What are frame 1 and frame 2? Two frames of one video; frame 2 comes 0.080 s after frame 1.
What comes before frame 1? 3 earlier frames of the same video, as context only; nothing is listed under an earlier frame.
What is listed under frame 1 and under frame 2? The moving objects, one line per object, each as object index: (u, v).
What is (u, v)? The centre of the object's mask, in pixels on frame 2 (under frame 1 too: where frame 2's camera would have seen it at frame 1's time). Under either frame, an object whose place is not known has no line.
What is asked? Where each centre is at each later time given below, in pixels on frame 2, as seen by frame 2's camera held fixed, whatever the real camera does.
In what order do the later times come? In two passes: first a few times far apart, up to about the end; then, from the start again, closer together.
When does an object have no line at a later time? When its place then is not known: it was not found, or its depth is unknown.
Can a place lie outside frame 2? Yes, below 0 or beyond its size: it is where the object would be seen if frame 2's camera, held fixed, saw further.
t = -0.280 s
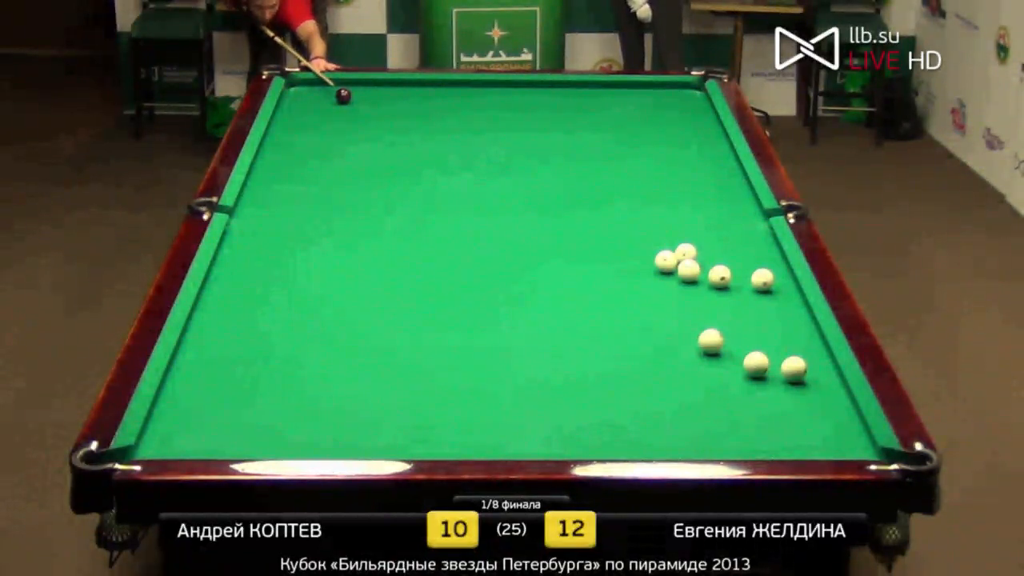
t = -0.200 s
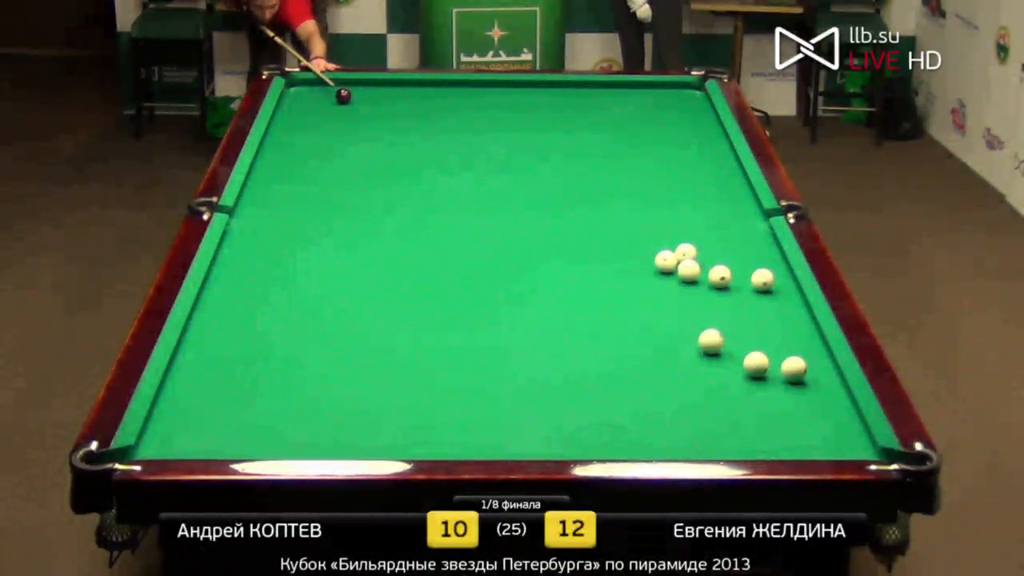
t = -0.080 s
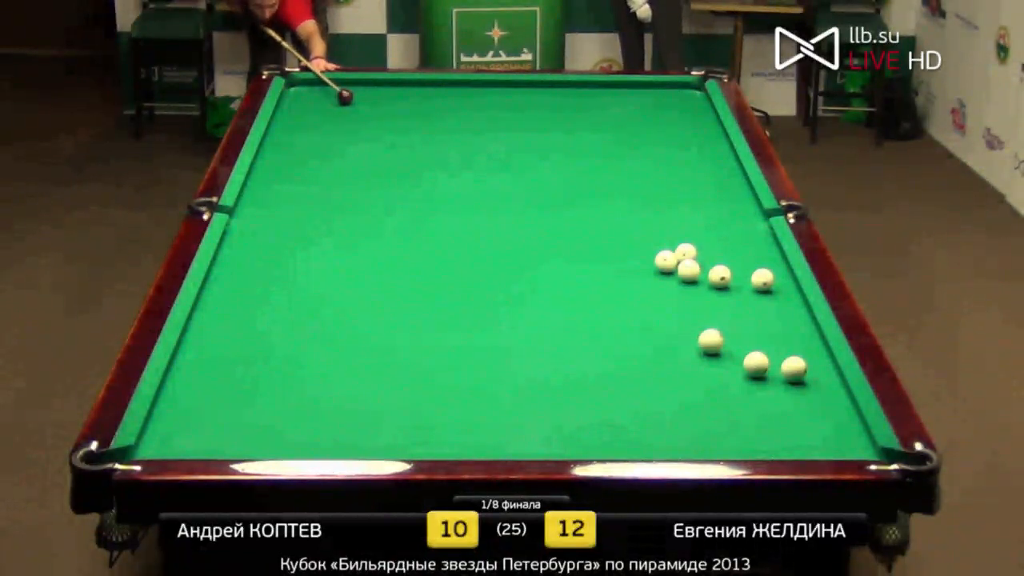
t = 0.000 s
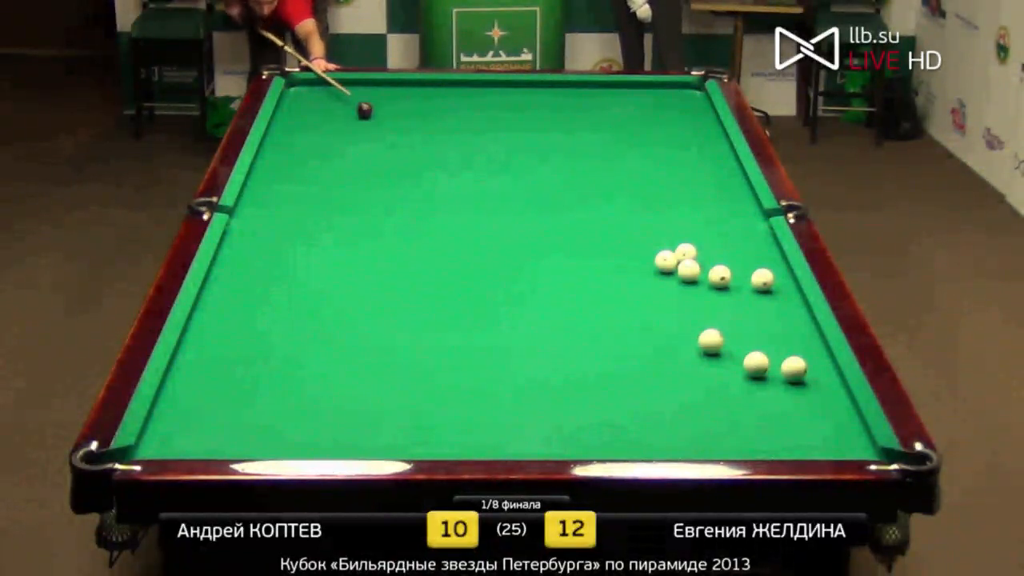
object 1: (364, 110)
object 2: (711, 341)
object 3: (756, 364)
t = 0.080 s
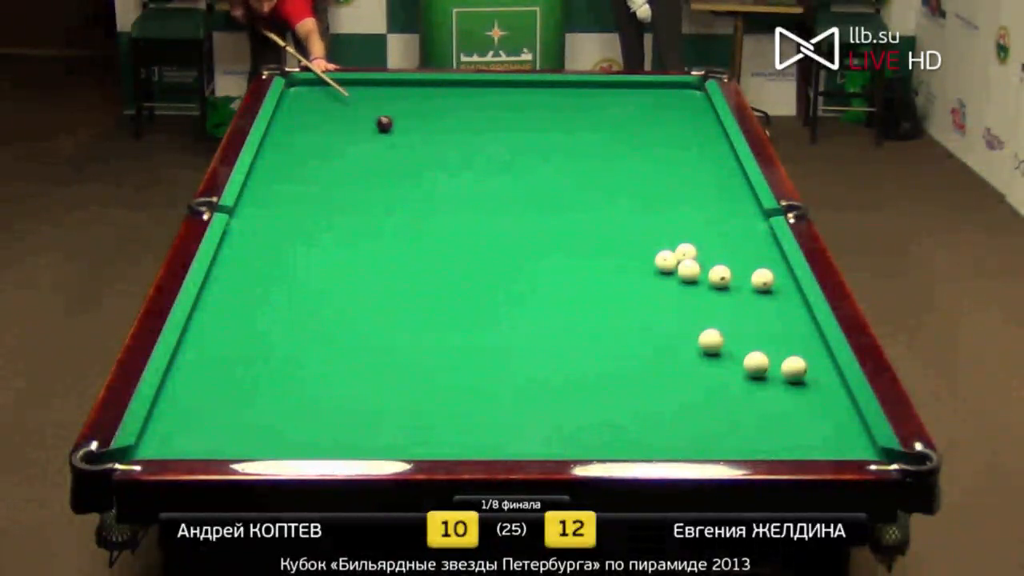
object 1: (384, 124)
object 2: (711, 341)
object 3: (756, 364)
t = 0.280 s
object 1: (433, 158)
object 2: (711, 341)
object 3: (756, 364)
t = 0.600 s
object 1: (526, 223)
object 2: (711, 341)
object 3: (756, 364)
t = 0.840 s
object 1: (610, 281)
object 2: (711, 341)
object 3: (756, 363)
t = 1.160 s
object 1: (669, 353)
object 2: (781, 353)
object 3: (757, 371)
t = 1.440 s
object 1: (651, 402)
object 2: (770, 357)
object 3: (765, 401)
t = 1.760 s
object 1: (625, 441)
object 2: (697, 351)
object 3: (774, 437)
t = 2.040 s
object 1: (584, 411)
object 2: (635, 347)
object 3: (773, 438)
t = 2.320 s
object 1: (547, 382)
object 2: (575, 342)
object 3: (767, 421)
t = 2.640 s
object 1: (509, 353)
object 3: (760, 404)
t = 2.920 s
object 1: (484, 340)
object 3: (745, 394)
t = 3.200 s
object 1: (462, 330)
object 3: (728, 388)
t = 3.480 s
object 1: (443, 321)
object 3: (713, 382)
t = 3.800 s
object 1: (422, 311)
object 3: (699, 376)
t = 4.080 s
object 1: (406, 304)
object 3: (688, 372)
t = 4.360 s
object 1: (389, 297)
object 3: (678, 368)
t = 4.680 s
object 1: (374, 290)
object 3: (670, 364)
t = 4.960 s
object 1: (361, 285)
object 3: (663, 362)
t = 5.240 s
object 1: (349, 280)
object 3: (658, 360)
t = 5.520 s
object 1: (338, 276)
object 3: (654, 358)
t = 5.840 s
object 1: (327, 271)
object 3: (652, 358)
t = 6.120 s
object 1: (320, 268)
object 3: (651, 357)
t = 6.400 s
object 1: (313, 265)
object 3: (650, 357)
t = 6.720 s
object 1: (308, 263)
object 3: (650, 357)
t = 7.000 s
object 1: (304, 261)
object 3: (650, 357)
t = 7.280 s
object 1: (301, 260)
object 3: (650, 356)
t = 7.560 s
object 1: (298, 260)
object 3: (650, 357)
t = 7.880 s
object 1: (297, 259)
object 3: (650, 357)
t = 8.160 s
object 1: (297, 260)
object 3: (650, 357)
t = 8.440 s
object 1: (297, 259)
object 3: (650, 357)
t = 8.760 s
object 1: (297, 259)
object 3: (650, 357)
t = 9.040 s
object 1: (297, 259)
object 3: (650, 357)
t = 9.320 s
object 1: (297, 259)
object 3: (650, 356)
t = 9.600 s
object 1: (297, 260)
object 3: (650, 357)
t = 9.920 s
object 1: (298, 259)
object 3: (650, 357)
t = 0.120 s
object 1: (393, 131)
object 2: (711, 341)
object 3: (756, 364)
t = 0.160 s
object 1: (408, 141)
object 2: (711, 341)
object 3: (756, 364)
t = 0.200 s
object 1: (413, 144)
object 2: (711, 341)
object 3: (756, 364)
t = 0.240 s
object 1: (423, 151)
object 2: (711, 341)
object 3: (756, 364)
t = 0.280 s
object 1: (433, 158)
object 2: (711, 341)
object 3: (756, 364)
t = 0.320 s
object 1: (449, 170)
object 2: (711, 341)
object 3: (756, 364)
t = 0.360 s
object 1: (455, 174)
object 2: (711, 341)
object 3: (756, 364)
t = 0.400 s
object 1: (466, 181)
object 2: (711, 341)
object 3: (756, 364)
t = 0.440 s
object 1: (477, 189)
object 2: (711, 341)
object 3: (756, 364)
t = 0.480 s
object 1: (489, 197)
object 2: (711, 341)
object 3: (756, 364)
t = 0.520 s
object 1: (507, 210)
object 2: (711, 341)
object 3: (756, 364)
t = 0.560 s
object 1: (519, 218)
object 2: (711, 341)
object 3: (756, 364)
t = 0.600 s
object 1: (526, 223)
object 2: (711, 341)
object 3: (756, 364)
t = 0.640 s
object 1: (539, 232)
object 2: (711, 341)
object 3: (756, 364)
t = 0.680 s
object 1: (552, 241)
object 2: (711, 341)
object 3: (756, 364)
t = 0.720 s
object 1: (565, 251)
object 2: (711, 341)
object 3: (756, 364)
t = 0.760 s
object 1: (580, 260)
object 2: (711, 341)
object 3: (756, 364)
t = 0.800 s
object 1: (602, 276)
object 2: (711, 341)
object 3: (756, 364)
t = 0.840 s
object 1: (610, 281)
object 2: (711, 341)
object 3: (756, 363)
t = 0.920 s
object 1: (640, 303)
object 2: (711, 341)
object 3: (756, 364)
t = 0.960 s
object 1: (657, 314)
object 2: (711, 341)
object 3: (756, 364)
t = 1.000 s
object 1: (674, 326)
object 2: (711, 341)
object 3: (756, 364)
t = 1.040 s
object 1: (688, 337)
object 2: (712, 342)
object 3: (756, 364)
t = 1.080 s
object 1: (681, 342)
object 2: (737, 348)
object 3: (756, 364)
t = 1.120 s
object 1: (672, 350)
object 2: (773, 354)
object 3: (757, 368)
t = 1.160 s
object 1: (669, 353)
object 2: (781, 353)
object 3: (757, 371)
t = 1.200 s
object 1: (665, 359)
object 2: (804, 354)
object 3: (758, 376)
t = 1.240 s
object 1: (661, 366)
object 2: (822, 358)
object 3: (759, 380)
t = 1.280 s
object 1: (659, 373)
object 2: (814, 358)
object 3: (761, 384)
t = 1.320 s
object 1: (657, 380)
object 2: (803, 355)
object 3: (762, 389)
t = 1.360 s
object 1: (655, 387)
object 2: (789, 353)
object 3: (763, 393)
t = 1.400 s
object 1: (653, 395)
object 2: (779, 355)
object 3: (764, 397)
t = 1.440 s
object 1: (651, 402)
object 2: (770, 357)
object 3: (765, 401)
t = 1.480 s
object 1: (648, 410)
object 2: (761, 356)
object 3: (766, 405)
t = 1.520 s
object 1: (646, 418)
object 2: (752, 356)
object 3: (767, 410)
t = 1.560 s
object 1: (644, 426)
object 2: (742, 355)
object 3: (769, 415)
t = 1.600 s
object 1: (641, 434)
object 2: (733, 355)
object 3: (770, 418)
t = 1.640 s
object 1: (639, 440)
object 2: (724, 353)
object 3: (771, 424)
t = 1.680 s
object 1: (636, 445)
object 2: (715, 353)
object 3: (772, 428)
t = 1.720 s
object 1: (631, 445)
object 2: (705, 352)
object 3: (773, 433)
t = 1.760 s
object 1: (625, 441)
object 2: (697, 351)
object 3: (774, 437)
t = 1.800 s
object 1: (615, 436)
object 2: (683, 350)
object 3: (775, 442)
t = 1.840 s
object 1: (612, 433)
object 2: (678, 350)
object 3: (776, 444)
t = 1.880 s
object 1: (606, 428)
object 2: (669, 349)
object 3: (777, 446)
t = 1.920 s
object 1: (601, 424)
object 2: (661, 349)
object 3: (776, 444)
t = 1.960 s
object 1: (595, 419)
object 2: (652, 348)
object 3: (775, 442)
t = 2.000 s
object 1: (587, 413)
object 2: (639, 347)
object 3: (773, 440)
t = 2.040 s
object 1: (584, 411)
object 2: (635, 347)
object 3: (773, 438)
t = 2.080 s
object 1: (578, 406)
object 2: (626, 347)
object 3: (772, 437)
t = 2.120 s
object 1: (573, 402)
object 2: (617, 346)
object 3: (771, 434)
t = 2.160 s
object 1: (568, 398)
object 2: (609, 345)
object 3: (770, 432)
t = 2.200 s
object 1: (562, 394)
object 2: (600, 344)
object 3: (769, 430)
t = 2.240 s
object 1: (557, 390)
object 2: (591, 344)
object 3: (768, 427)
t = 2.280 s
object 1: (552, 386)
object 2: (583, 343)
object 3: (768, 424)
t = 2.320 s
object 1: (547, 382)
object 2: (575, 342)
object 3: (767, 421)
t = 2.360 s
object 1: (542, 378)
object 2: (566, 342)
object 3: (766, 420)
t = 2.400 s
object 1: (535, 373)
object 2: (554, 341)
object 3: (765, 416)
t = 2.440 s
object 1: (532, 371)
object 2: (550, 341)
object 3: (764, 415)
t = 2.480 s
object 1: (527, 367)
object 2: (542, 340)
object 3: (763, 412)
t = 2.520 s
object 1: (522, 364)
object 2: (534, 339)
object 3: (762, 410)
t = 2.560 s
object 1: (518, 360)
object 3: (762, 408)
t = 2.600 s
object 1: (513, 357)
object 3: (761, 406)
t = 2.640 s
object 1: (509, 353)
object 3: (760, 404)
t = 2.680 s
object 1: (504, 350)
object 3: (759, 402)
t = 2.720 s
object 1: (500, 347)
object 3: (757, 399)
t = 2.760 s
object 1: (497, 346)
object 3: (755, 398)
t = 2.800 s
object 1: (494, 344)
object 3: (753, 397)
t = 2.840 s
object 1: (491, 343)
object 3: (751, 396)
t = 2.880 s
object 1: (487, 341)
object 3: (748, 395)
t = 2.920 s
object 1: (484, 340)
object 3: (745, 394)
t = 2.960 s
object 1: (481, 339)
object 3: (743, 393)
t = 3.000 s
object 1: (478, 337)
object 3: (740, 392)
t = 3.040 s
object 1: (475, 335)
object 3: (738, 391)
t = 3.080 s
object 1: (471, 334)
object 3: (736, 391)
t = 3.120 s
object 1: (468, 333)
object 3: (733, 390)
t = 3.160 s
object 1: (465, 331)
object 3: (731, 389)
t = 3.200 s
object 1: (462, 330)
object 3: (728, 388)
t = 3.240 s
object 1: (459, 329)
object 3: (726, 385)
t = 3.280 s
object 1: (456, 327)
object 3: (724, 386)
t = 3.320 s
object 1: (454, 326)
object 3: (721, 385)
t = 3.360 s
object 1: (451, 324)
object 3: (719, 384)
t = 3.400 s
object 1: (448, 323)
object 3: (717, 384)
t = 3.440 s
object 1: (445, 322)
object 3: (715, 383)
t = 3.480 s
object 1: (443, 321)
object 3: (713, 382)
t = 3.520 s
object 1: (440, 320)
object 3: (711, 381)
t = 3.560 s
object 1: (436, 318)
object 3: (709, 380)
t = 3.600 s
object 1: (435, 317)
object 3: (708, 380)
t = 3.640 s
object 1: (432, 316)
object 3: (706, 379)
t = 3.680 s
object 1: (429, 315)
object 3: (704, 378)
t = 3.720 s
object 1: (427, 313)
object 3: (702, 378)
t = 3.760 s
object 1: (424, 312)
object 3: (701, 377)
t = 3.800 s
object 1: (422, 311)
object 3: (699, 376)
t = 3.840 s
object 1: (420, 310)
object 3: (697, 375)
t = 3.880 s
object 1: (417, 309)
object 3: (696, 375)
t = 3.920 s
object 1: (414, 308)
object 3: (693, 374)
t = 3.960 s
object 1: (413, 307)
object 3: (693, 374)
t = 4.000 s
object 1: (410, 306)
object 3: (691, 373)
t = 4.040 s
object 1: (408, 305)
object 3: (690, 372)
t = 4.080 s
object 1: (406, 304)
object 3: (688, 372)
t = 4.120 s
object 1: (403, 303)
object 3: (687, 371)
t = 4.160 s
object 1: (401, 302)
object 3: (685, 370)
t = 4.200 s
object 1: (399, 301)
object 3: (684, 370)
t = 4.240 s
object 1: (397, 300)
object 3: (683, 370)
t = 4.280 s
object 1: (395, 299)
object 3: (681, 369)
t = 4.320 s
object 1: (393, 298)
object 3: (680, 368)
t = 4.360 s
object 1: (389, 297)
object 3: (678, 368)
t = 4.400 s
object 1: (388, 296)
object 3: (677, 368)
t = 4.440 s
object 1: (386, 295)
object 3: (676, 367)
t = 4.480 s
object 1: (384, 294)
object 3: (675, 366)
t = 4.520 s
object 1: (382, 294)
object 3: (674, 366)
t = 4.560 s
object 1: (380, 293)
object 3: (673, 366)
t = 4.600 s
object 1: (378, 292)
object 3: (672, 365)
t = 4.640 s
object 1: (376, 291)
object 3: (671, 365)
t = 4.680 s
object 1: (374, 290)
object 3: (670, 364)
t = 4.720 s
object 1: (372, 289)
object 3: (669, 364)
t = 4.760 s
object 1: (370, 289)
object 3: (667, 364)
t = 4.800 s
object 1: (369, 288)
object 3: (667, 363)
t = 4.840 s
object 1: (367, 287)
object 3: (665, 363)
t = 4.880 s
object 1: (365, 286)
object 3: (665, 363)
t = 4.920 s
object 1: (363, 285)
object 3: (664, 362)
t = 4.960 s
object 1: (361, 285)
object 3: (663, 362)
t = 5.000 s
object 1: (360, 284)
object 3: (662, 362)
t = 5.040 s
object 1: (358, 283)
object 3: (662, 361)
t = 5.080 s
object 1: (356, 283)
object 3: (661, 361)
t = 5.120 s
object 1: (354, 282)
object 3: (660, 361)
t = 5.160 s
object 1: (353, 281)
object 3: (659, 360)
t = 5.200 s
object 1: (351, 280)
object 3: (659, 360)
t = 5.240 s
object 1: (349, 280)
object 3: (658, 360)
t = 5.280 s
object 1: (348, 279)
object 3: (657, 360)
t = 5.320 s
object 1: (345, 278)
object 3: (656, 359)
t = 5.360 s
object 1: (344, 278)
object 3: (656, 359)
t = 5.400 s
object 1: (343, 277)
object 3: (655, 359)
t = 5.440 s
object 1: (341, 277)
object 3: (655, 359)
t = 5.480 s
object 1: (340, 276)
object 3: (655, 359)
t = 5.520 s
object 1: (338, 276)
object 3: (654, 358)
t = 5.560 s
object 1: (337, 275)
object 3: (654, 358)
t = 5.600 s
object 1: (336, 275)
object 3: (653, 358)
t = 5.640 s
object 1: (334, 274)
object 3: (653, 357)
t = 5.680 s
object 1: (333, 273)
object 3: (653, 358)
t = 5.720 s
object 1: (331, 273)
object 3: (652, 358)
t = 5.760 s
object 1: (329, 272)
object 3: (652, 358)
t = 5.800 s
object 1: (329, 272)
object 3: (652, 358)
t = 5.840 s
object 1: (327, 271)
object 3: (652, 358)
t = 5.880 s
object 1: (326, 271)
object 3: (651, 357)
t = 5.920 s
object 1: (325, 270)
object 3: (651, 357)
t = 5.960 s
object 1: (324, 270)
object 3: (651, 357)
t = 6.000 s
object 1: (322, 269)
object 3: (651, 357)
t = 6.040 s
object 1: (321, 269)
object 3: (651, 357)
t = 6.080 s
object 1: (320, 268)
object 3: (651, 357)
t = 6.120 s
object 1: (320, 268)
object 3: (651, 357)
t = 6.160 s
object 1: (318, 268)
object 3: (650, 357)
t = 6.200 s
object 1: (318, 267)
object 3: (650, 357)
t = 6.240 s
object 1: (316, 267)
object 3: (650, 357)
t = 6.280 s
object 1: (315, 267)
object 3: (650, 356)
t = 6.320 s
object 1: (315, 266)
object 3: (650, 357)
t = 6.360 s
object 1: (314, 266)
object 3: (650, 357)
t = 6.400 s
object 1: (313, 265)
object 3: (650, 357)
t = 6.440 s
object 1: (312, 265)
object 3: (650, 356)
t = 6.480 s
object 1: (312, 265)
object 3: (650, 357)
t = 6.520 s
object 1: (311, 265)
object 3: (650, 357)
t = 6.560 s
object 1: (310, 264)
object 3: (650, 356)
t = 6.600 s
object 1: (309, 264)
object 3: (650, 357)
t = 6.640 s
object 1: (309, 263)
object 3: (650, 357)
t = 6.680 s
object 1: (308, 263)
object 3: (650, 357)
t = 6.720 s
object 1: (308, 263)
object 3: (650, 357)
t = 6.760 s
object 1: (307, 262)
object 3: (650, 356)
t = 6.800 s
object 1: (306, 262)
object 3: (650, 357)
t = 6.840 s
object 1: (306, 262)
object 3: (650, 356)
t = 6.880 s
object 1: (305, 262)
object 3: (650, 357)
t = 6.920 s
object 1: (305, 262)
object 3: (650, 357)
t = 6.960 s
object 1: (304, 261)
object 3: (650, 356)
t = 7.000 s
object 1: (304, 261)
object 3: (650, 357)
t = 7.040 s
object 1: (303, 261)
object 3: (650, 357)
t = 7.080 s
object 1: (303, 261)
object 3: (650, 357)
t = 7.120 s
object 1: (302, 261)
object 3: (650, 356)
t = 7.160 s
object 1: (302, 261)
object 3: (650, 357)
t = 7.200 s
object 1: (301, 261)
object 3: (650, 357)
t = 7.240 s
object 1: (301, 260)
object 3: (650, 357)
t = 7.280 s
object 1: (301, 260)
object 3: (650, 356)
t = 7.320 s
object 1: (300, 260)
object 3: (650, 357)
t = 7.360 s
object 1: (300, 260)
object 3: (650, 357)
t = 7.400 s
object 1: (299, 260)
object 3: (650, 357)
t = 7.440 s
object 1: (299, 260)
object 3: (650, 357)
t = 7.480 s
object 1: (299, 260)
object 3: (650, 357)
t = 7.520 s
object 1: (298, 260)
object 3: (650, 357)
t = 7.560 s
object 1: (298, 260)
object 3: (650, 357)
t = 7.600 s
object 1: (298, 260)
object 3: (650, 357)
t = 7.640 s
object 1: (298, 260)
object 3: (650, 357)
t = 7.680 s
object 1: (297, 260)
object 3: (650, 357)
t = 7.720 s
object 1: (297, 259)
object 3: (650, 357)
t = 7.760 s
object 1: (297, 259)
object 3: (650, 357)
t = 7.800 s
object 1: (297, 259)
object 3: (650, 357)
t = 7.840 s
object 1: (297, 259)
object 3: (650, 357)
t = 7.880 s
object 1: (297, 259)
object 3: (650, 357)
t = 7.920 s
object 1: (297, 259)
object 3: (650, 357)
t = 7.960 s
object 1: (297, 259)
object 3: (650, 357)
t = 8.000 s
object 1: (297, 259)
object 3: (650, 357)
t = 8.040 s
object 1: (297, 261)
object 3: (650, 356)
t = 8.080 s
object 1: (297, 260)
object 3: (650, 357)
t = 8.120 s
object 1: (297, 260)
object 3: (650, 357)
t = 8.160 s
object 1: (297, 260)
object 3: (650, 357)
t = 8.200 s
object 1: (297, 260)
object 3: (650, 357)
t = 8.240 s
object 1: (297, 260)
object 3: (650, 357)
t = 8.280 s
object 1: (297, 259)
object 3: (650, 357)
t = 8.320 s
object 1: (297, 259)
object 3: (650, 357)
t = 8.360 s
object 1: (297, 259)
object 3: (650, 357)
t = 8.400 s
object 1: (297, 259)
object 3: (650, 357)
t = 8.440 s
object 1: (297, 259)
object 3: (650, 357)
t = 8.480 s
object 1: (297, 259)
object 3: (650, 357)
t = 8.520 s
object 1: (297, 259)
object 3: (650, 357)
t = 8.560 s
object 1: (297, 259)
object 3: (650, 357)
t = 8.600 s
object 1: (297, 259)
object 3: (650, 357)
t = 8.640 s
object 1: (297, 259)
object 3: (650, 357)
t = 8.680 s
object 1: (297, 259)
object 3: (650, 357)
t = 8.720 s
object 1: (297, 259)
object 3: (650, 357)
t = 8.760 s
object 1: (297, 259)
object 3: (650, 357)
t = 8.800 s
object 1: (297, 259)
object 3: (650, 357)
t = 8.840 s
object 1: (297, 259)
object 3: (650, 357)
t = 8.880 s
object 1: (297, 259)
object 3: (650, 357)
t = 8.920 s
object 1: (297, 259)
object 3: (650, 357)
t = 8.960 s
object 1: (297, 259)
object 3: (650, 357)
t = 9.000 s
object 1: (297, 259)
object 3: (650, 357)
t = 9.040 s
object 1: (297, 259)
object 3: (650, 357)
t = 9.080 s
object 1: (297, 259)
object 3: (650, 357)
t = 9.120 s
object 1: (297, 259)
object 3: (650, 357)
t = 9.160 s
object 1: (297, 259)
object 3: (650, 357)
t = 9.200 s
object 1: (297, 259)
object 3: (650, 357)
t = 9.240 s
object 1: (297, 259)
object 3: (650, 357)
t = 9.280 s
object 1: (297, 259)
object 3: (650, 357)
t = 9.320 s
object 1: (297, 259)
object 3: (650, 356)
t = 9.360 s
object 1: (297, 259)
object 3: (650, 357)
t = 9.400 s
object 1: (297, 259)
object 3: (650, 357)
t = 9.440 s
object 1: (297, 259)
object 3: (650, 357)
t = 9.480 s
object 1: (298, 259)
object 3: (650, 357)
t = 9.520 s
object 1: (297, 259)
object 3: (650, 357)
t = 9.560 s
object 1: (297, 259)
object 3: (650, 357)
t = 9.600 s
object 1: (297, 260)
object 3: (650, 357)
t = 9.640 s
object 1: (297, 259)
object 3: (650, 357)
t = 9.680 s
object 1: (297, 259)
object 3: (650, 357)
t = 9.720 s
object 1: (297, 259)
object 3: (650, 357)
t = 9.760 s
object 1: (297, 259)
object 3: (650, 357)
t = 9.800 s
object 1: (297, 259)
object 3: (650, 357)
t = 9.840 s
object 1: (297, 259)
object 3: (650, 357)
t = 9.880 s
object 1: (298, 259)
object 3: (650, 357)
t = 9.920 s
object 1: (298, 259)
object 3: (650, 357)
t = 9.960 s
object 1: (298, 259)
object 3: (650, 357)
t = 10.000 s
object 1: (298, 259)
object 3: (650, 357)
